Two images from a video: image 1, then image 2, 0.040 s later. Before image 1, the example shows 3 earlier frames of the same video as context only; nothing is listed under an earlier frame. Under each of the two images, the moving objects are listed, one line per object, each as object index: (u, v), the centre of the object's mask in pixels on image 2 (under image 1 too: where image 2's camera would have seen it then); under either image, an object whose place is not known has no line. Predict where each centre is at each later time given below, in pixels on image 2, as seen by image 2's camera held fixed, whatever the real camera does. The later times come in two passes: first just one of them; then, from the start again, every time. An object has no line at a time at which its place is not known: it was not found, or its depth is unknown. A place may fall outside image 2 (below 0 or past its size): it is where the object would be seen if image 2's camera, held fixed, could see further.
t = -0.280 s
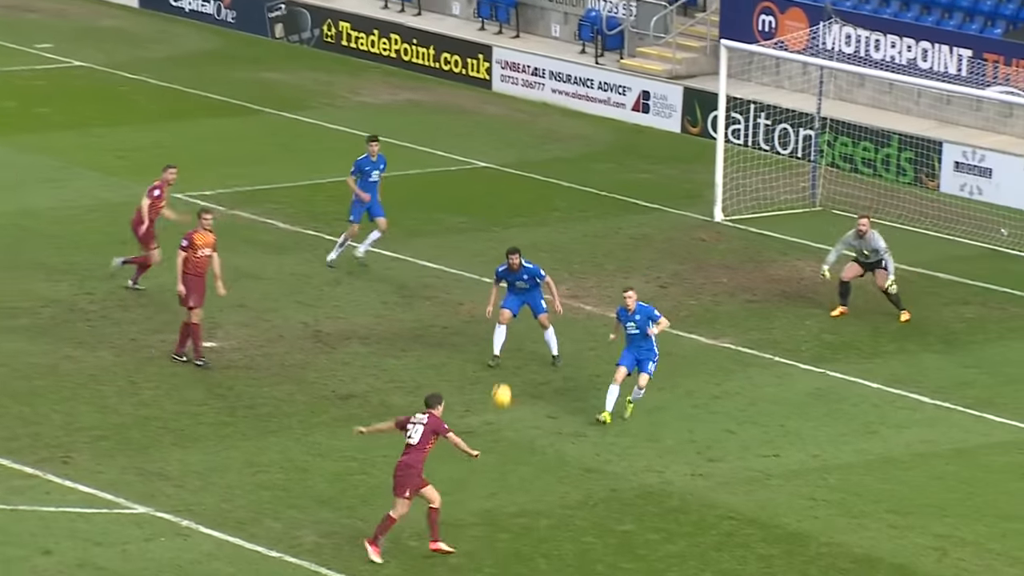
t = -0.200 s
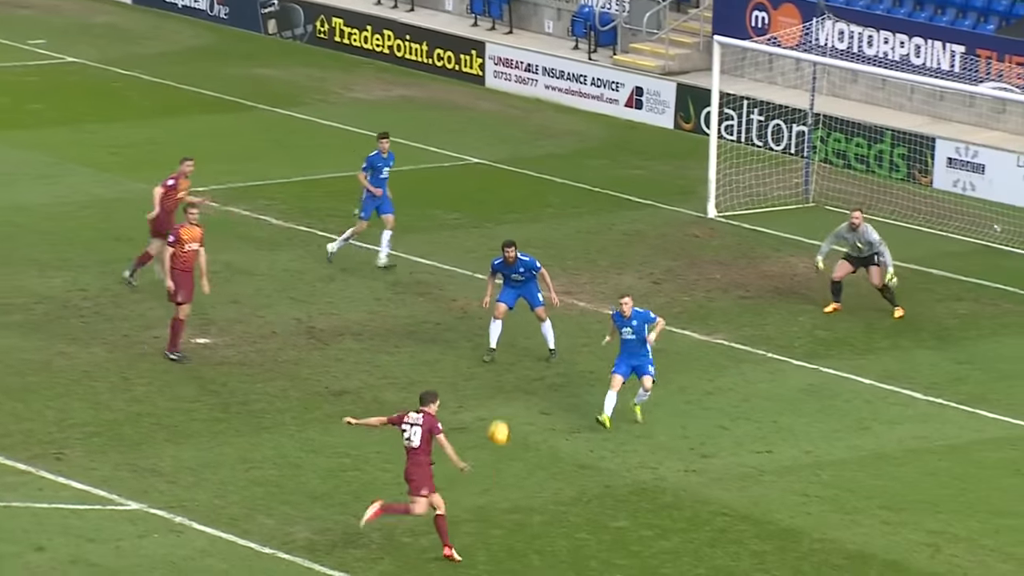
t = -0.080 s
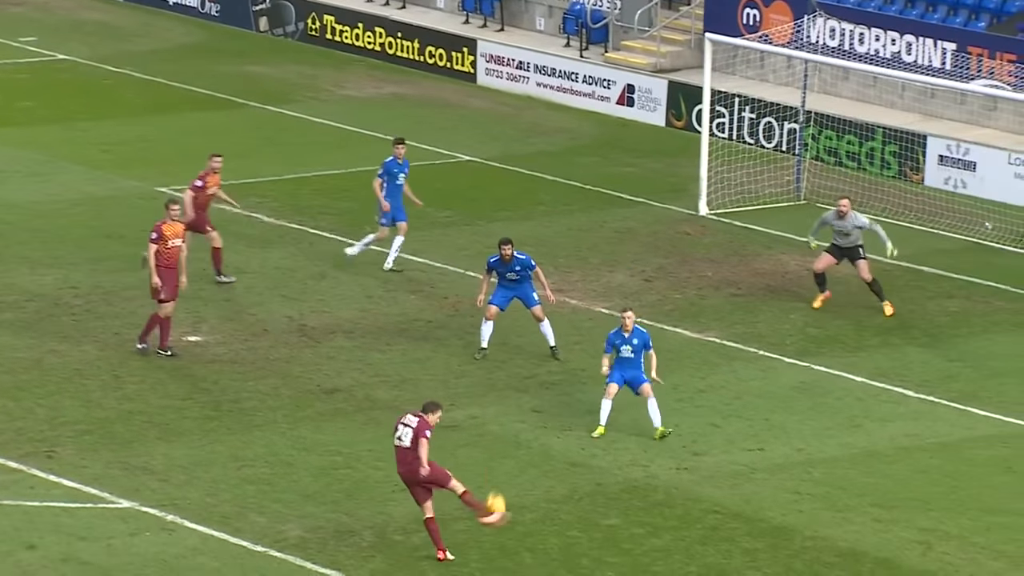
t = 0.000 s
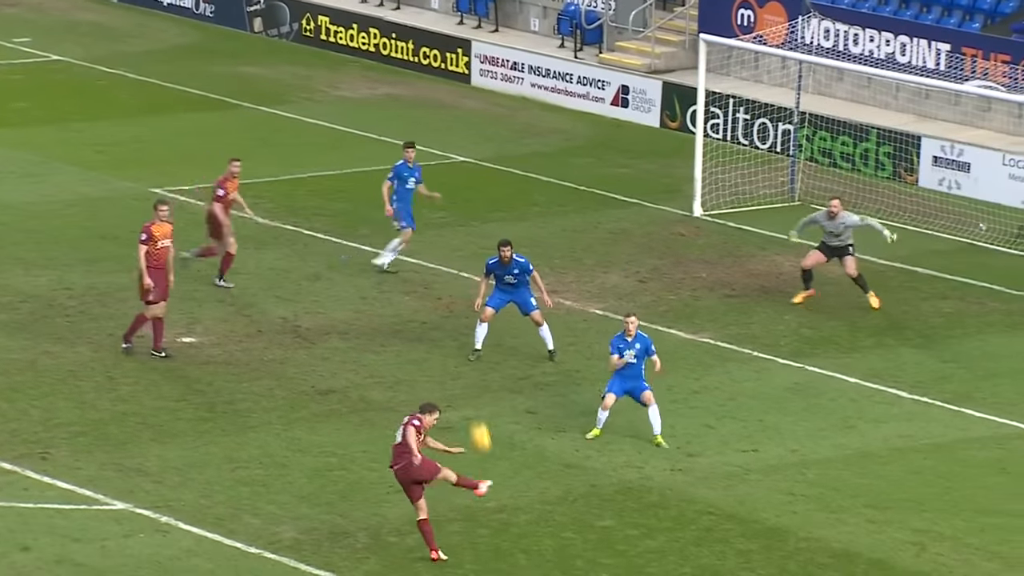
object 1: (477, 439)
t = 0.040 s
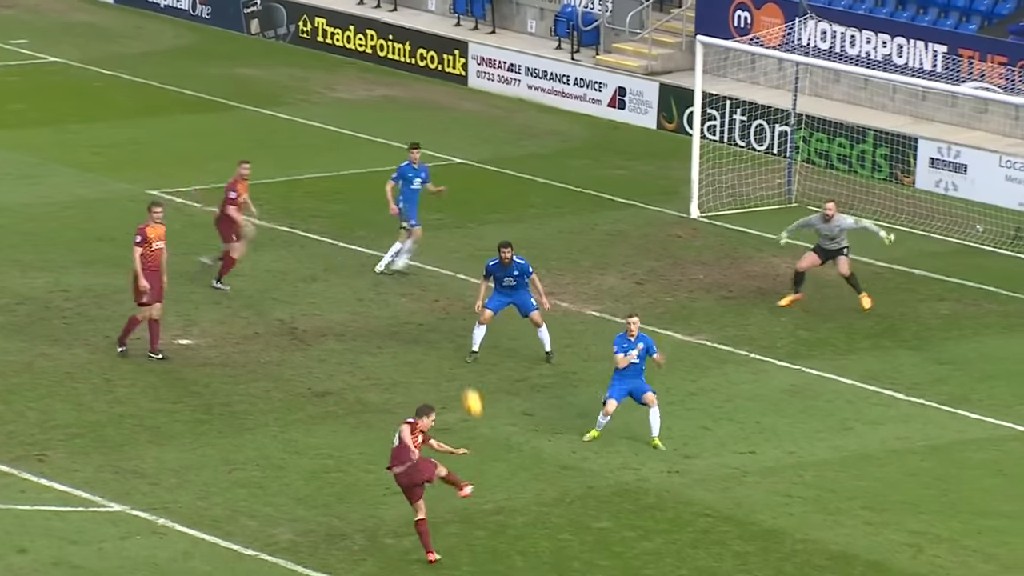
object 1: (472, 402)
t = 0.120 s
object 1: (461, 342)
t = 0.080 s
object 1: (466, 371)
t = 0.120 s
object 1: (461, 342)
